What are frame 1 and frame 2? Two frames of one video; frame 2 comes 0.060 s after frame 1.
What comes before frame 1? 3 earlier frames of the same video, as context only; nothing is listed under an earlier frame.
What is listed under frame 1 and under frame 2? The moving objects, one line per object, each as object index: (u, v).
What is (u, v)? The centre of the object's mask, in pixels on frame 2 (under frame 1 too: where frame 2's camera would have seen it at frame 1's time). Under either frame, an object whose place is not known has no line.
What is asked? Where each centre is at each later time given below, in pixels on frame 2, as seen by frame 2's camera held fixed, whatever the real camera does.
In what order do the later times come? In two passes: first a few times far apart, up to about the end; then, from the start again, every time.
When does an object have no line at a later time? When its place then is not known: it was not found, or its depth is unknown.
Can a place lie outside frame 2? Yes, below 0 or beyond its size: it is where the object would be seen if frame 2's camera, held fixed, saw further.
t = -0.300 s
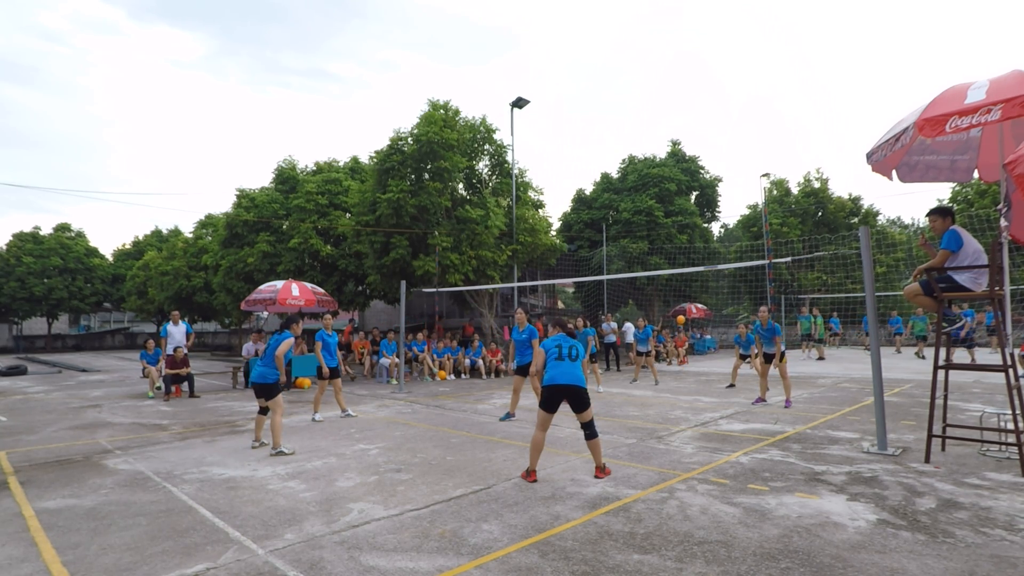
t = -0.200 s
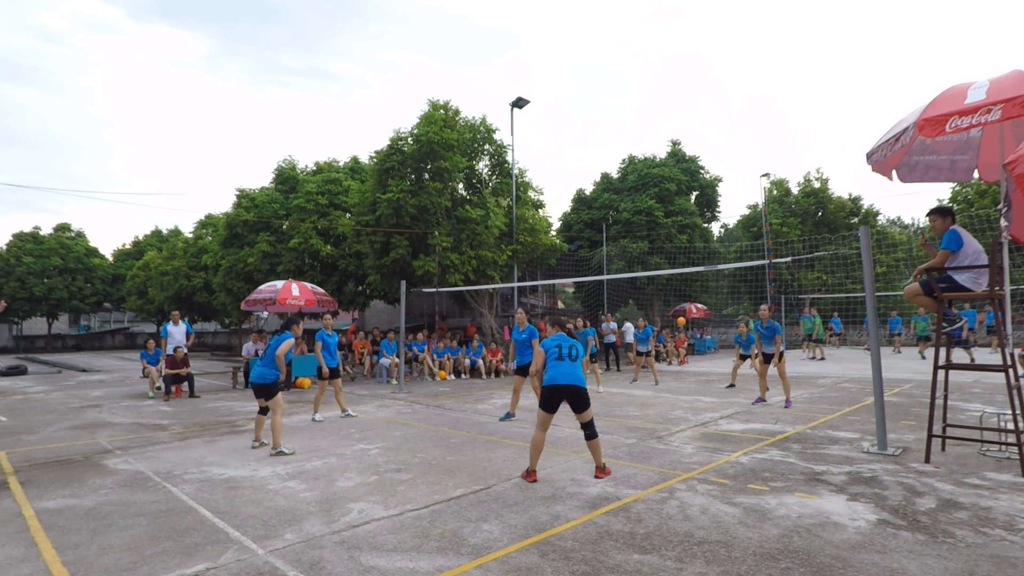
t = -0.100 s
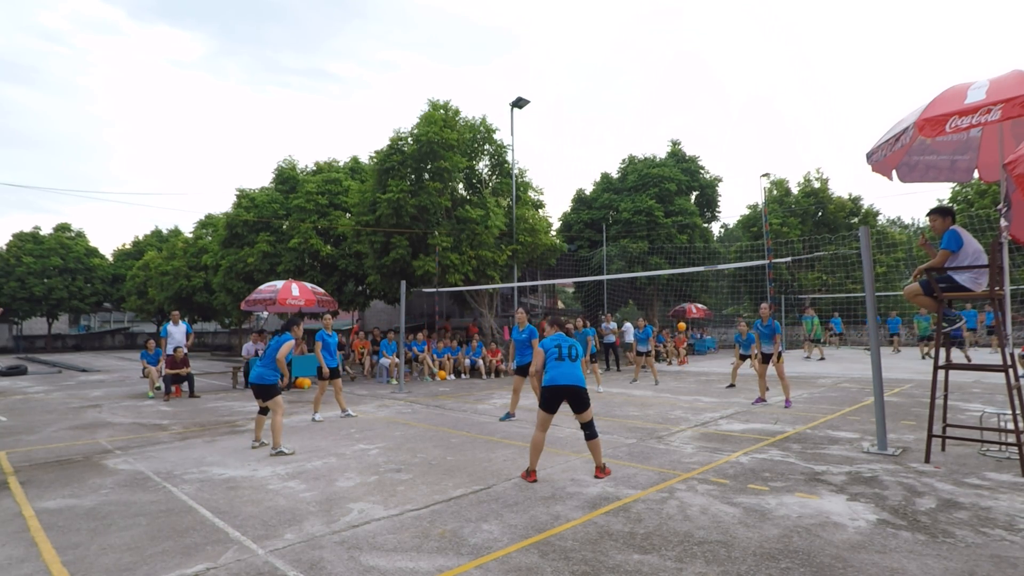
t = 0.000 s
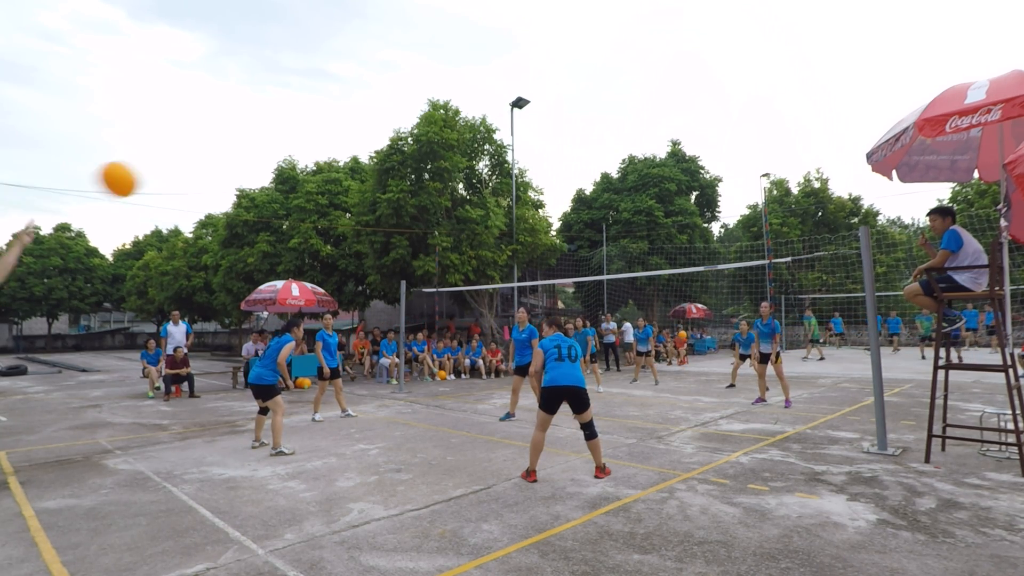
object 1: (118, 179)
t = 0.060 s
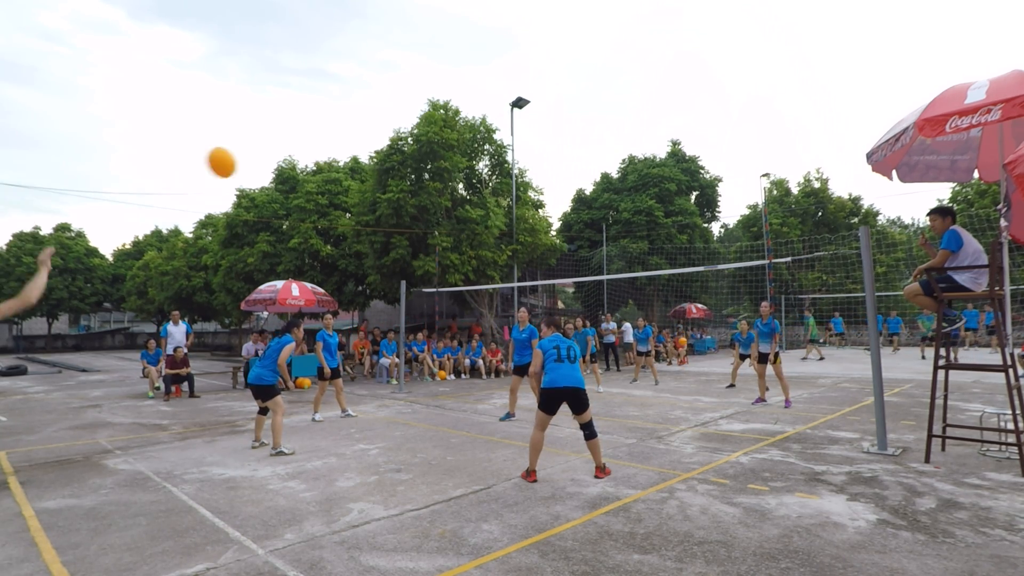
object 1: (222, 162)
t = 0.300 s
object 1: (436, 151)
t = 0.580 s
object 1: (550, 195)
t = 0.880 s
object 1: (615, 267)
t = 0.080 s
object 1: (249, 158)
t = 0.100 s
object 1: (274, 155)
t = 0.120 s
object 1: (295, 153)
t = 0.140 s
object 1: (316, 150)
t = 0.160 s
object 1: (335, 149)
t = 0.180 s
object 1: (352, 148)
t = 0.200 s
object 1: (369, 147)
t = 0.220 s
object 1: (386, 148)
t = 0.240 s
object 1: (399, 148)
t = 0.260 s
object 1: (412, 149)
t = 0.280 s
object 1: (424, 150)
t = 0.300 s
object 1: (436, 151)
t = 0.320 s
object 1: (447, 153)
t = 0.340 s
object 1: (458, 155)
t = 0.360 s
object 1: (467, 157)
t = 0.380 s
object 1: (476, 160)
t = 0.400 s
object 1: (487, 162)
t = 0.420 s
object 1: (495, 165)
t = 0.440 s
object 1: (503, 169)
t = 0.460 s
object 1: (510, 172)
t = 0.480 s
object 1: (517, 176)
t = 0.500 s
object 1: (525, 179)
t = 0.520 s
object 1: (531, 183)
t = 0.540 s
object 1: (538, 187)
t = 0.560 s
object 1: (544, 191)
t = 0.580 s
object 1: (550, 195)
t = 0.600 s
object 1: (555, 199)
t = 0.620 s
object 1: (561, 204)
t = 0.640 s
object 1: (567, 209)
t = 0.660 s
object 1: (571, 213)
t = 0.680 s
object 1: (576, 217)
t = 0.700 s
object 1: (580, 222)
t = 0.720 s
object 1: (585, 227)
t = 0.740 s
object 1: (589, 232)
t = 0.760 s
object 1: (593, 237)
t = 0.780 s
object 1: (597, 242)
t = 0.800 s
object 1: (601, 247)
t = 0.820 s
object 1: (605, 252)
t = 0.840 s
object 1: (608, 257)
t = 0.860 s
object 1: (612, 263)
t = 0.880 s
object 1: (615, 267)
